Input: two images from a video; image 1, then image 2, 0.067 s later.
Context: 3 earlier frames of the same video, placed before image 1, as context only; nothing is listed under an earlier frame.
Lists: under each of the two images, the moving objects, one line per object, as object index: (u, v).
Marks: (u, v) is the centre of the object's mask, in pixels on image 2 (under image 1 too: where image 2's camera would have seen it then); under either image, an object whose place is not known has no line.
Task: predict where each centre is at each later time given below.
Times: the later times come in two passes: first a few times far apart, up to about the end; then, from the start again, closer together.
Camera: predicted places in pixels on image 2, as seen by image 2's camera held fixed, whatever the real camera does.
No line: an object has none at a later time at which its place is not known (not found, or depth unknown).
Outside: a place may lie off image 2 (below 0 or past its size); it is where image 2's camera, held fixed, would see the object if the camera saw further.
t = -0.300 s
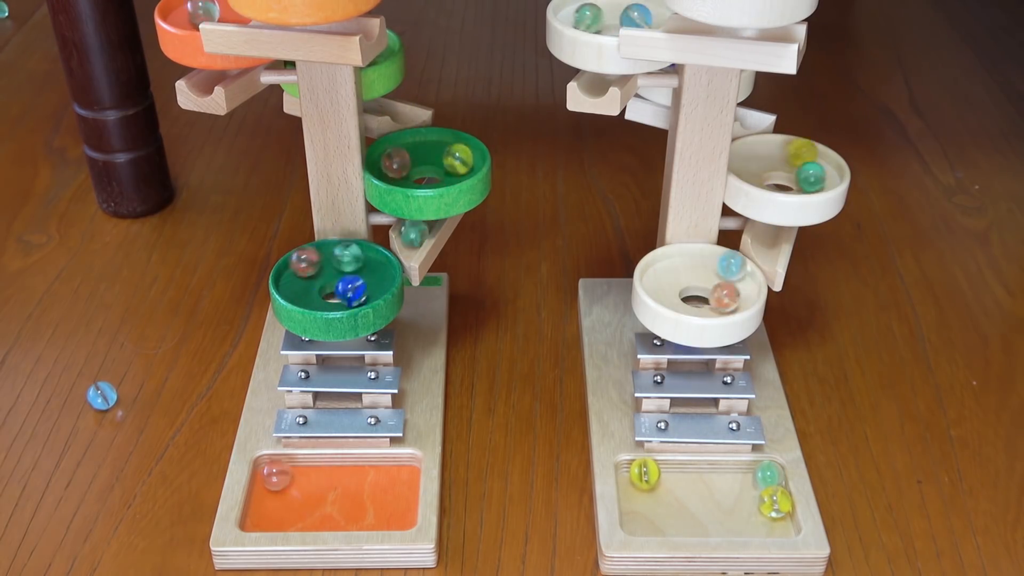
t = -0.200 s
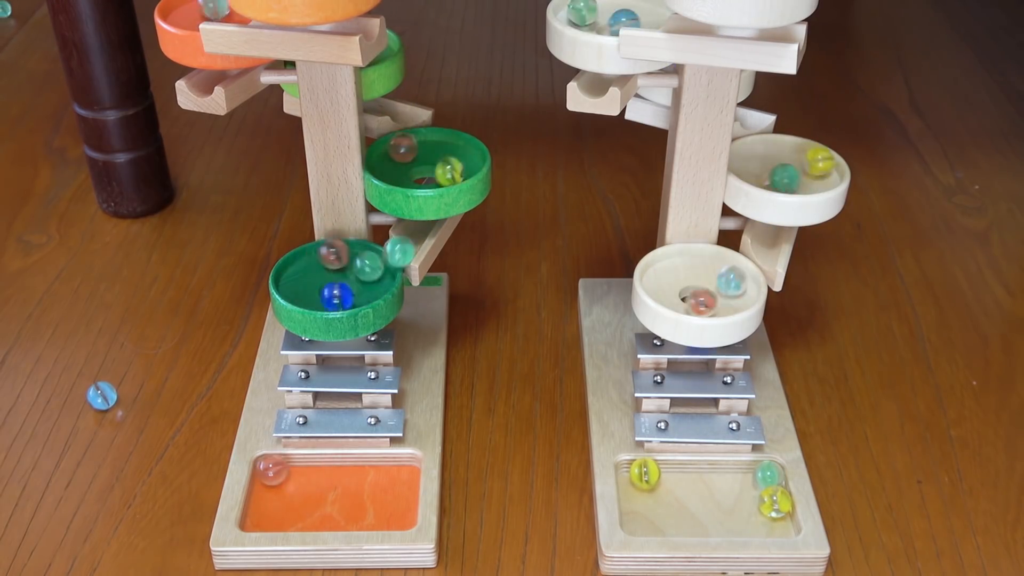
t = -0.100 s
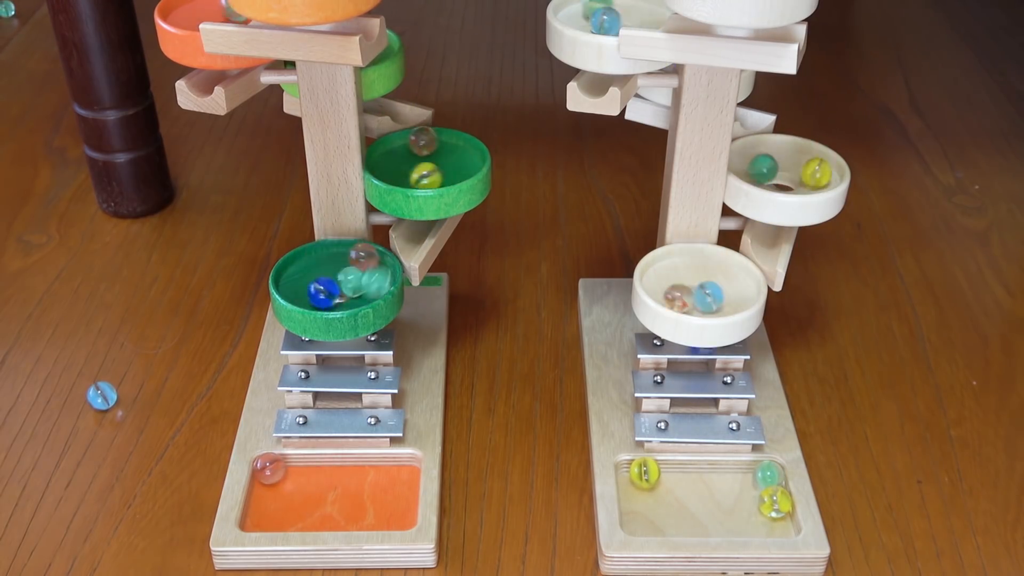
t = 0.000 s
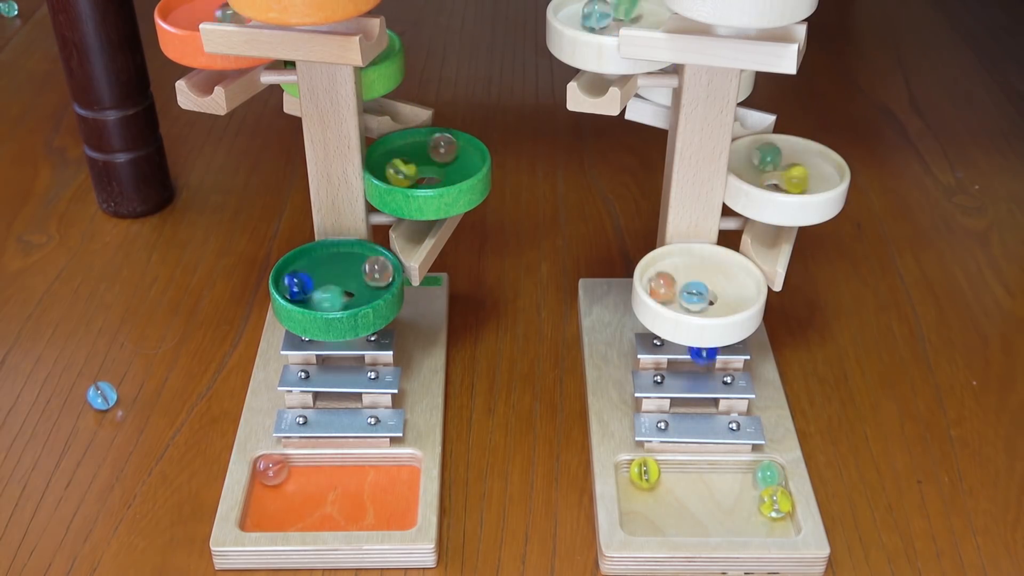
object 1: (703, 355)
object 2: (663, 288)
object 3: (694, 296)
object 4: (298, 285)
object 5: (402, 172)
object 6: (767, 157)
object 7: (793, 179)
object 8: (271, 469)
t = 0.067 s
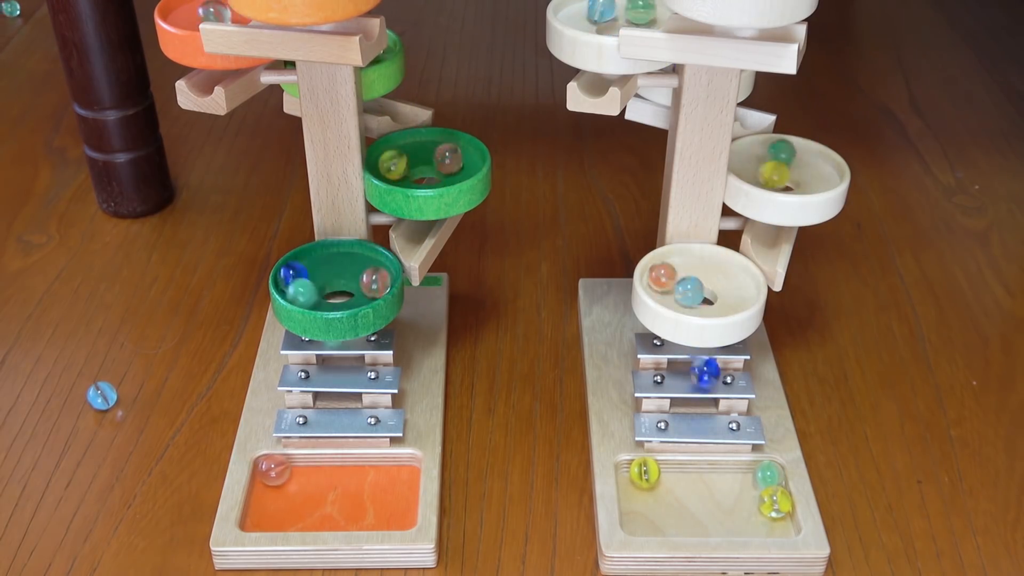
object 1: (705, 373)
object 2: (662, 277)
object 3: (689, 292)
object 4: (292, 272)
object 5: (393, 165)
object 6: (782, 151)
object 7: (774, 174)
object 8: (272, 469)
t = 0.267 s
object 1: (708, 477)
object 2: (707, 264)
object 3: (703, 352)
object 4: (332, 252)
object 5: (420, 144)
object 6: (815, 169)
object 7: (768, 155)
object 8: (278, 472)
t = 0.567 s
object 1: (691, 507)
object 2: (719, 303)
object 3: (730, 488)
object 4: (372, 286)
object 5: (436, 174)
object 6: (762, 165)
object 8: (281, 473)
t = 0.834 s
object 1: (643, 500)
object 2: (669, 283)
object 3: (755, 519)
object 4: (300, 289)
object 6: (813, 162)
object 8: (279, 469)
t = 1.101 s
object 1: (648, 497)
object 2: (724, 271)
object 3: (771, 522)
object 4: (333, 256)
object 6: (800, 178)
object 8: (280, 468)
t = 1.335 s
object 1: (661, 496)
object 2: (721, 301)
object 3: (782, 525)
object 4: (375, 279)
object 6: (787, 164)
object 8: (281, 470)
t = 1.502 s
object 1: (669, 497)
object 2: (682, 297)
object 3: (781, 525)
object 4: (344, 296)
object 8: (281, 470)
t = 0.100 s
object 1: (706, 381)
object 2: (665, 272)
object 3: (690, 289)
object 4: (294, 267)
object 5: (393, 160)
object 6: (790, 155)
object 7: (766, 171)
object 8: (273, 469)
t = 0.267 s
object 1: (708, 477)
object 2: (707, 264)
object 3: (703, 352)
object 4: (332, 252)
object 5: (420, 144)
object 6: (815, 169)
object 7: (768, 155)
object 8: (278, 472)
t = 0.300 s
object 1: (710, 477)
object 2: (716, 267)
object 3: (702, 363)
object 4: (343, 250)
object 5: (430, 144)
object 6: (813, 173)
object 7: (775, 155)
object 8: (278, 473)
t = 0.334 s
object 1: (709, 493)
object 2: (724, 271)
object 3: (705, 375)
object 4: (353, 250)
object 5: (437, 146)
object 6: (810, 177)
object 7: (785, 156)
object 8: (279, 473)
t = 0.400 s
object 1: (709, 522)
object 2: (734, 281)
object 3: (708, 409)
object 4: (370, 257)
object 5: (448, 154)
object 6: (795, 179)
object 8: (280, 473)
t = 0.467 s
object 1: (702, 516)
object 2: (735, 293)
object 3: (716, 439)
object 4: (380, 267)
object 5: (451, 163)
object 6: (777, 176)
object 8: (281, 473)
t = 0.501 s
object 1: (700, 512)
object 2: (732, 297)
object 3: (715, 473)
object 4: (380, 274)
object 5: (449, 168)
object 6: (769, 174)
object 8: (281, 473)
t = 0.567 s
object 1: (691, 507)
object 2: (719, 303)
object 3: (730, 488)
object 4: (372, 286)
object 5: (436, 174)
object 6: (762, 165)
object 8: (281, 473)
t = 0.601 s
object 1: (685, 506)
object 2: (710, 304)
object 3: (738, 511)
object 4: (364, 291)
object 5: (428, 175)
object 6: (763, 161)
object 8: (281, 473)
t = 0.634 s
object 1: (679, 505)
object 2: (702, 304)
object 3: (747, 516)
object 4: (355, 294)
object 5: (420, 175)
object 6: (767, 158)
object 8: (281, 472)
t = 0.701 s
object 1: (667, 503)
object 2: (686, 301)
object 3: (755, 520)
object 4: (334, 296)
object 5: (406, 173)
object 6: (778, 154)
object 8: (280, 472)
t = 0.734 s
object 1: (661, 502)
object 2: (679, 297)
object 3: (755, 519)
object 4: (323, 297)
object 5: (401, 170)
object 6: (788, 153)
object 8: (280, 471)
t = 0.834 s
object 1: (643, 500)
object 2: (669, 283)
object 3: (755, 519)
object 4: (300, 289)
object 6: (813, 162)
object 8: (279, 469)
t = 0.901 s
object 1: (635, 499)
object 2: (676, 274)
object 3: (757, 518)
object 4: (295, 278)
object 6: (824, 168)
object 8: (280, 468)
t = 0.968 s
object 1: (639, 497)
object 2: (691, 267)
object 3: (760, 519)
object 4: (301, 268)
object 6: (826, 172)
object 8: (280, 468)
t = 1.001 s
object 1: (641, 496)
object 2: (700, 265)
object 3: (762, 520)
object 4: (306, 263)
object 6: (822, 175)
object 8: (280, 468)
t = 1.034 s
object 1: (643, 496)
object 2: (709, 266)
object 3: (764, 520)
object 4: (315, 259)
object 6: (818, 177)
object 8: (280, 468)
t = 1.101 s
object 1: (648, 497)
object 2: (724, 271)
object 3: (771, 522)
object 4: (333, 256)
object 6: (800, 178)
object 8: (280, 468)
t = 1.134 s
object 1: (650, 497)
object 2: (729, 275)
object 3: (773, 522)
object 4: (343, 256)
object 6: (789, 177)
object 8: (280, 469)
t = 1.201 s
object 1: (654, 497)
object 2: (734, 286)
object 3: (777, 523)
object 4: (361, 260)
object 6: (771, 170)
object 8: (281, 469)
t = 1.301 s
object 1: (659, 496)
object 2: (727, 298)
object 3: (780, 524)
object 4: (375, 275)
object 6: (783, 161)
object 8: (281, 470)
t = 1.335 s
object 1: (661, 496)
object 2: (721, 301)
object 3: (782, 525)
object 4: (375, 279)
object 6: (787, 164)
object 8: (281, 470)
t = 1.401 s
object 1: (664, 496)
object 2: (705, 303)
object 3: (782, 526)
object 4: (367, 289)
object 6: (780, 181)
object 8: (281, 470)
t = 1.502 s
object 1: (669, 497)
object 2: (682, 297)
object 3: (781, 525)
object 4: (344, 296)
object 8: (281, 470)
